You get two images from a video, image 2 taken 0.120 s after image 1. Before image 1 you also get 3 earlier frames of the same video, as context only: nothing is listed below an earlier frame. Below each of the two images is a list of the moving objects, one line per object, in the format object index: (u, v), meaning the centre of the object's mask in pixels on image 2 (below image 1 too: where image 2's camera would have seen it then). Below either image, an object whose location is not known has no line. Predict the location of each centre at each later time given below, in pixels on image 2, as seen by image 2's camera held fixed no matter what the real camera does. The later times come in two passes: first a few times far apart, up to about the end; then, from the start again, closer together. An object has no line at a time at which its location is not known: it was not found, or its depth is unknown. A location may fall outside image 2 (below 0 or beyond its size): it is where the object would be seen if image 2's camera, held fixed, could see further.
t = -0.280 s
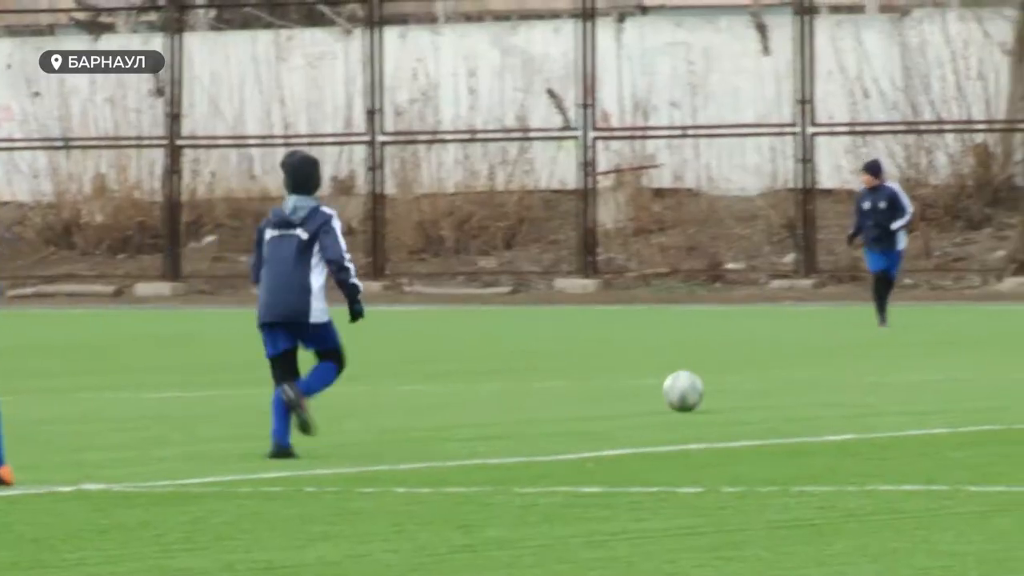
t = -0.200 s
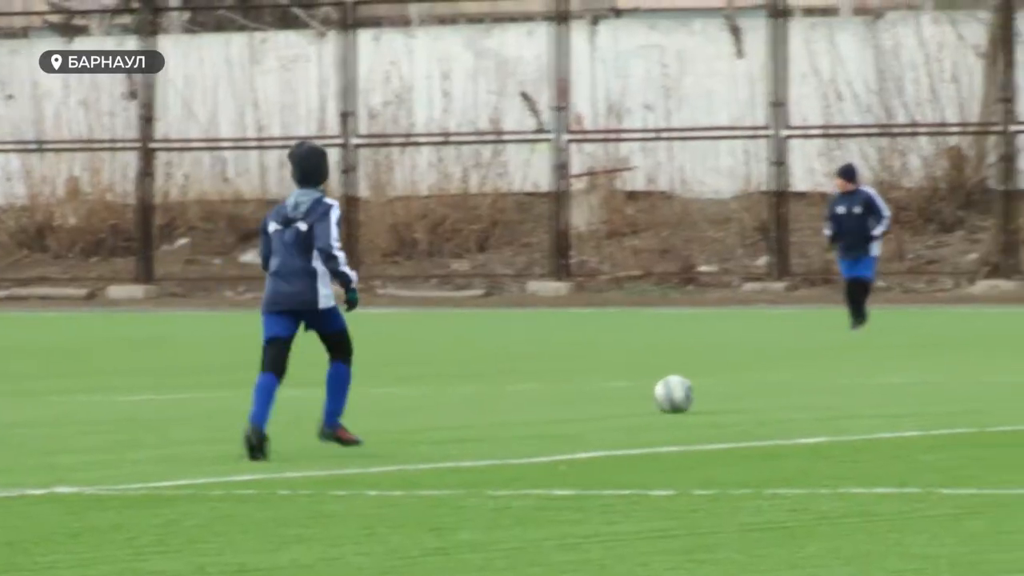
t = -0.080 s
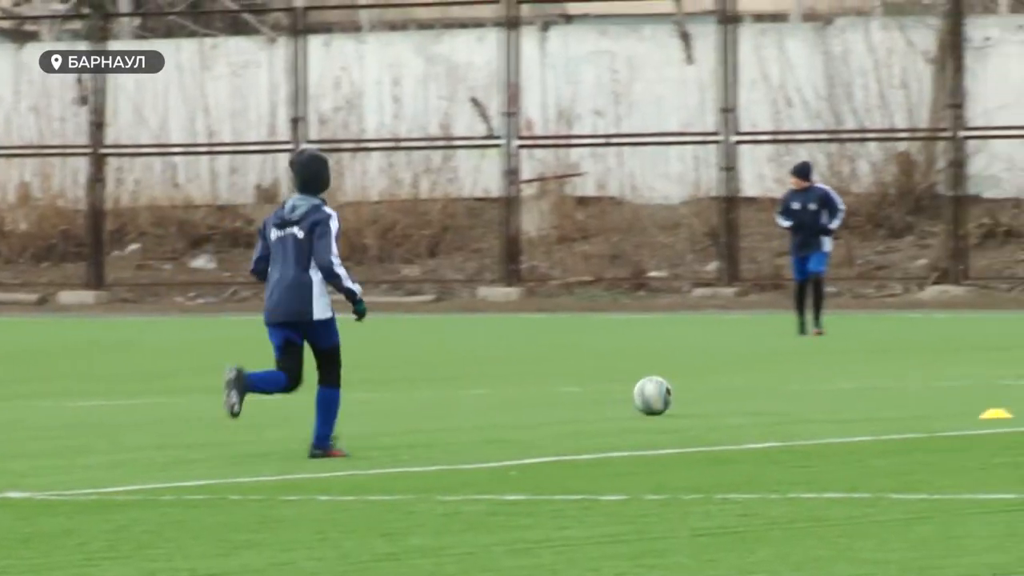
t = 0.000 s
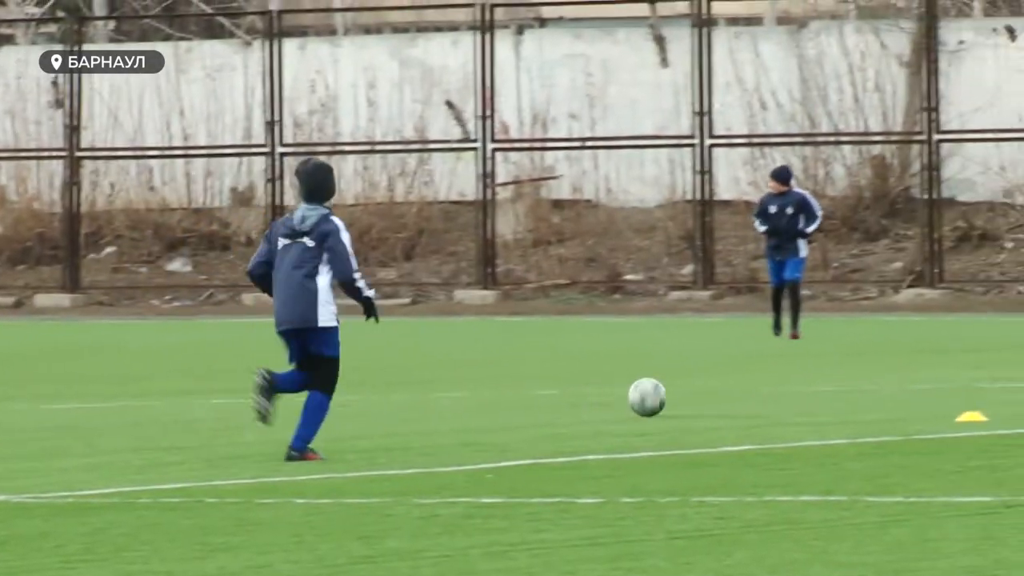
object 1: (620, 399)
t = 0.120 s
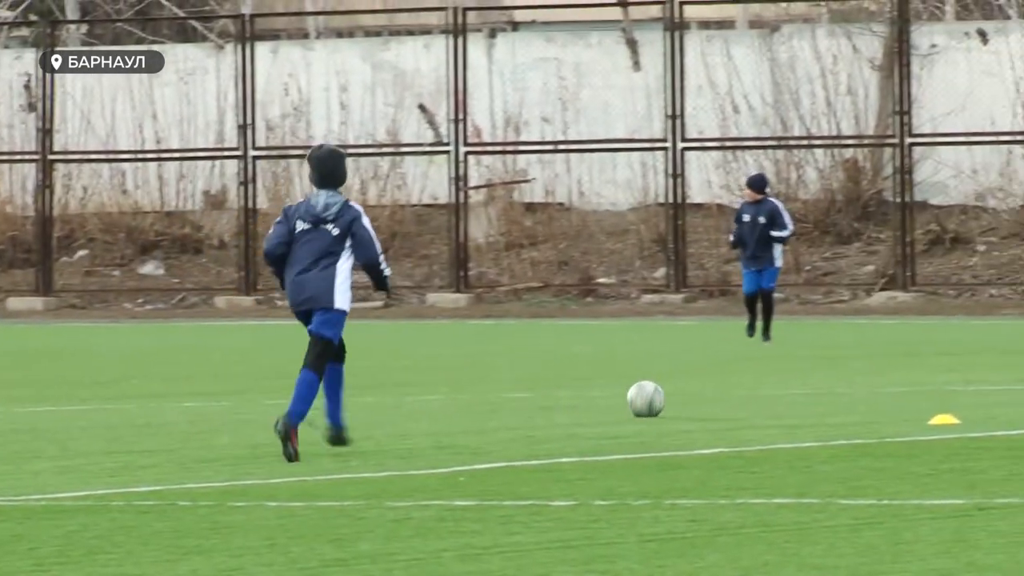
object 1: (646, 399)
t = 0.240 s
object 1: (672, 394)
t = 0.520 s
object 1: (723, 389)
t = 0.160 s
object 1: (654, 396)
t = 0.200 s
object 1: (662, 394)
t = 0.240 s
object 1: (672, 394)
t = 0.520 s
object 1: (723, 389)
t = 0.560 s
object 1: (730, 389)
